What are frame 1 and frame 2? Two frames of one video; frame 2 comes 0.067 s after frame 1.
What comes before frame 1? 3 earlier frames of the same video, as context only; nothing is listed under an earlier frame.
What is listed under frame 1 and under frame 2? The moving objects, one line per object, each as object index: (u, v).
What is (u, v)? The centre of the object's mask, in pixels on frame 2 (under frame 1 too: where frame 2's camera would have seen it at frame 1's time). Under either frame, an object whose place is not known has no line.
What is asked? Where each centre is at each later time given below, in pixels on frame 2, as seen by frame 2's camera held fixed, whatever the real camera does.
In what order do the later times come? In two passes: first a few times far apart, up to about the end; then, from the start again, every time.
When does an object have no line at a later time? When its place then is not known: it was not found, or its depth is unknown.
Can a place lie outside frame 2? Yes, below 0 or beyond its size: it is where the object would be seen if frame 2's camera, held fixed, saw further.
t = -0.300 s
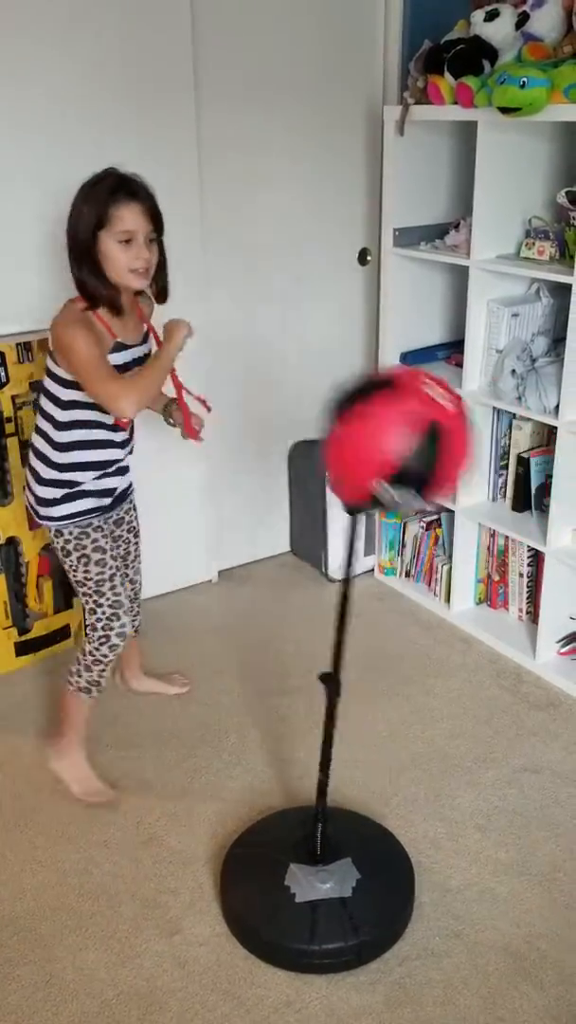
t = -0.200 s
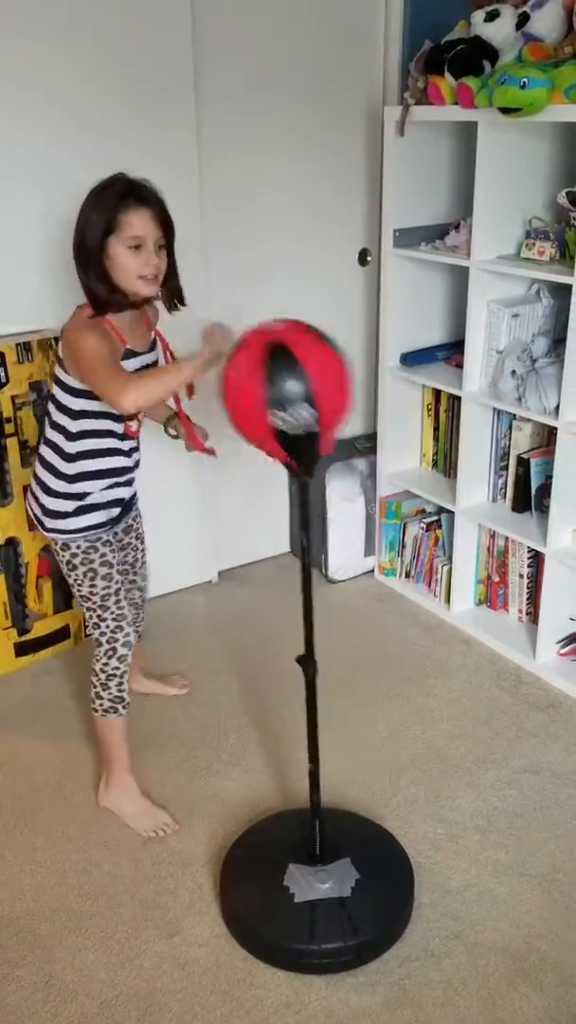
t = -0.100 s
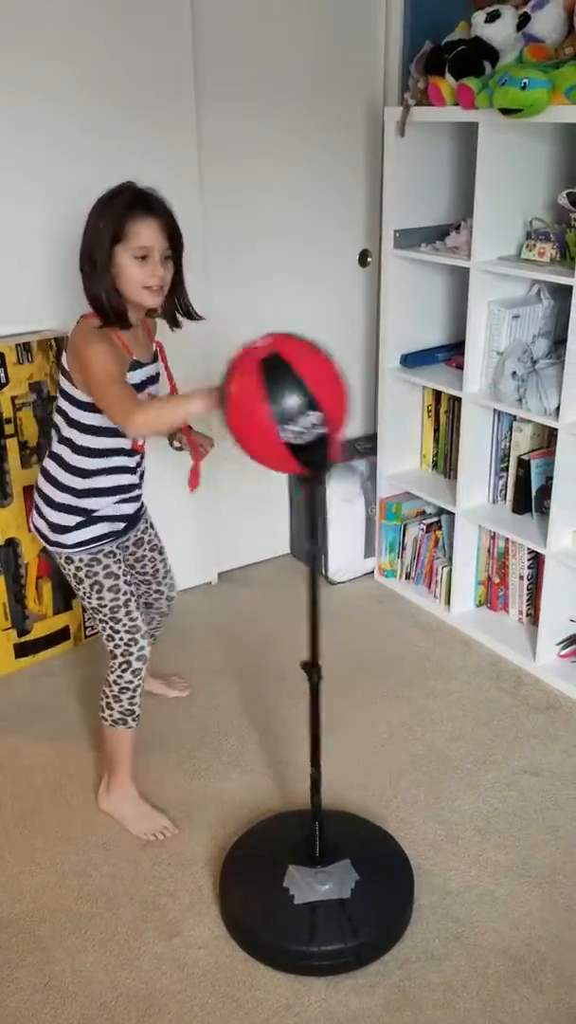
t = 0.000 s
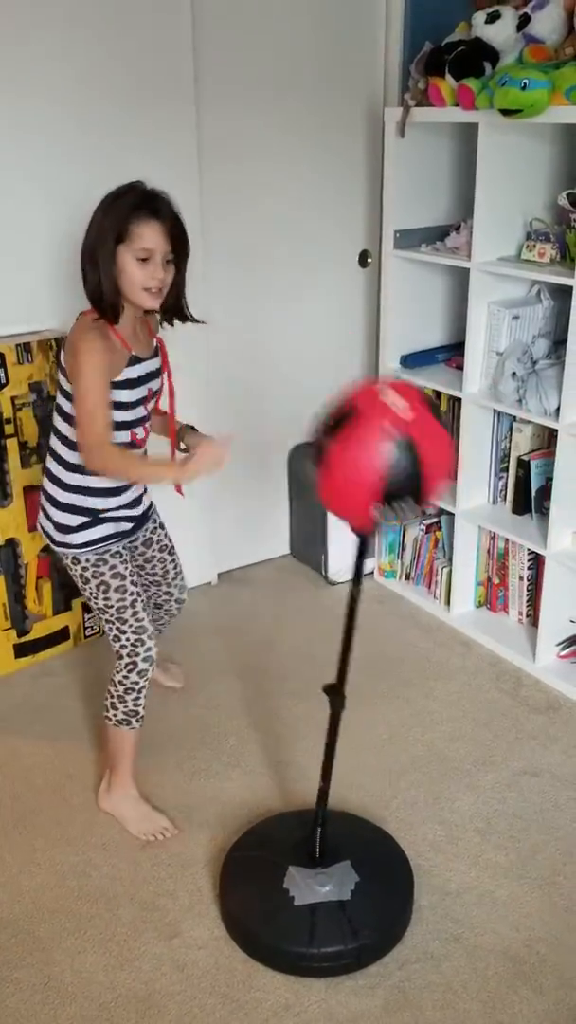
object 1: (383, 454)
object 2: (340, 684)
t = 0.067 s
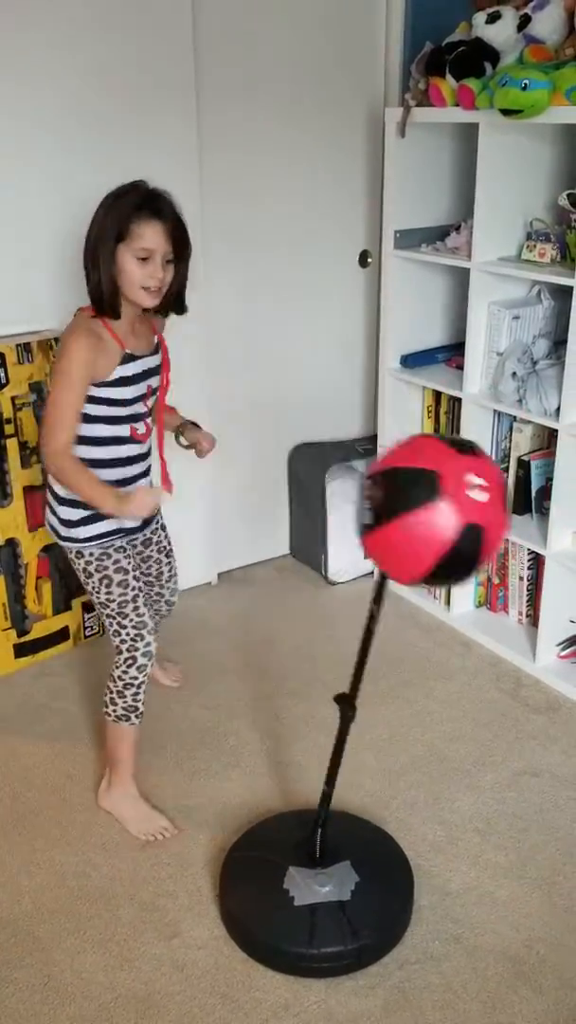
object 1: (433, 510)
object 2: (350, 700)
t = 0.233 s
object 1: (419, 448)
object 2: (346, 676)
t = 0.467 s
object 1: (258, 394)
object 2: (299, 649)
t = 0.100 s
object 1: (450, 510)
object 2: (357, 703)
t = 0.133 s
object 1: (457, 499)
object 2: (364, 694)
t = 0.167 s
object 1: (454, 486)
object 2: (361, 692)
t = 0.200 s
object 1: (441, 472)
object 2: (355, 685)
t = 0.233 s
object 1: (419, 448)
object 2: (346, 676)
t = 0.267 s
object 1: (392, 421)
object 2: (335, 675)
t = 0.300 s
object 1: (360, 401)
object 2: (324, 661)
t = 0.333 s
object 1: (329, 391)
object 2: (315, 642)
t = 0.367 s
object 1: (302, 389)
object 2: (307, 651)
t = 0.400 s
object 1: (281, 397)
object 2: (304, 646)
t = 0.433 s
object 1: (266, 400)
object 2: (302, 651)
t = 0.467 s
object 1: (258, 394)
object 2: (299, 649)
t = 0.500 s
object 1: (255, 391)
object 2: (297, 650)
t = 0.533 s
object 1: (258, 393)
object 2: (298, 650)
